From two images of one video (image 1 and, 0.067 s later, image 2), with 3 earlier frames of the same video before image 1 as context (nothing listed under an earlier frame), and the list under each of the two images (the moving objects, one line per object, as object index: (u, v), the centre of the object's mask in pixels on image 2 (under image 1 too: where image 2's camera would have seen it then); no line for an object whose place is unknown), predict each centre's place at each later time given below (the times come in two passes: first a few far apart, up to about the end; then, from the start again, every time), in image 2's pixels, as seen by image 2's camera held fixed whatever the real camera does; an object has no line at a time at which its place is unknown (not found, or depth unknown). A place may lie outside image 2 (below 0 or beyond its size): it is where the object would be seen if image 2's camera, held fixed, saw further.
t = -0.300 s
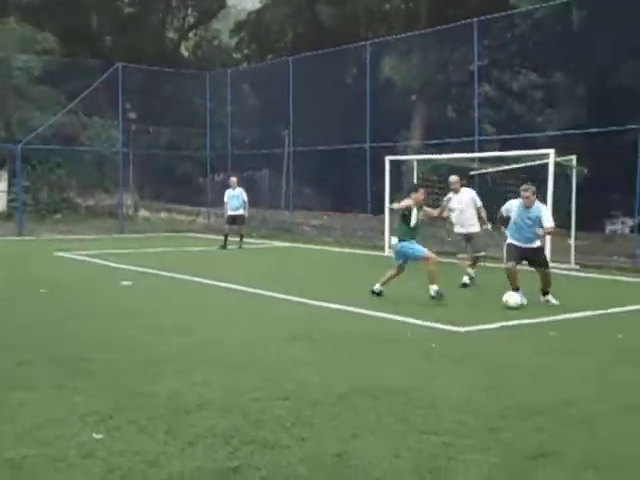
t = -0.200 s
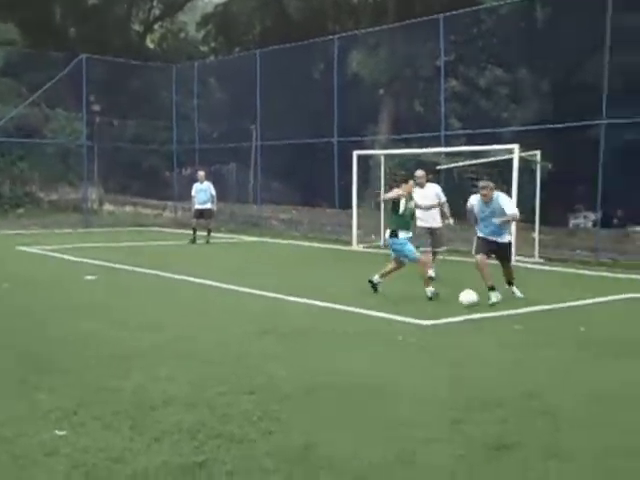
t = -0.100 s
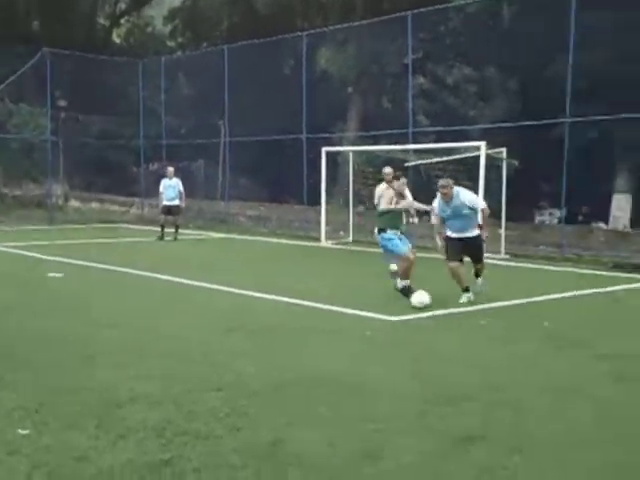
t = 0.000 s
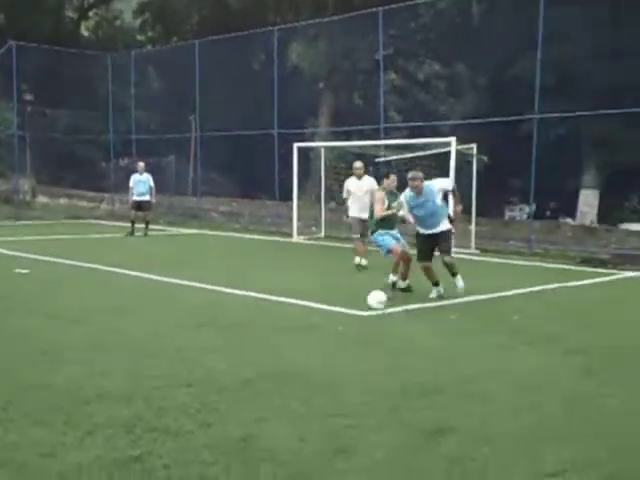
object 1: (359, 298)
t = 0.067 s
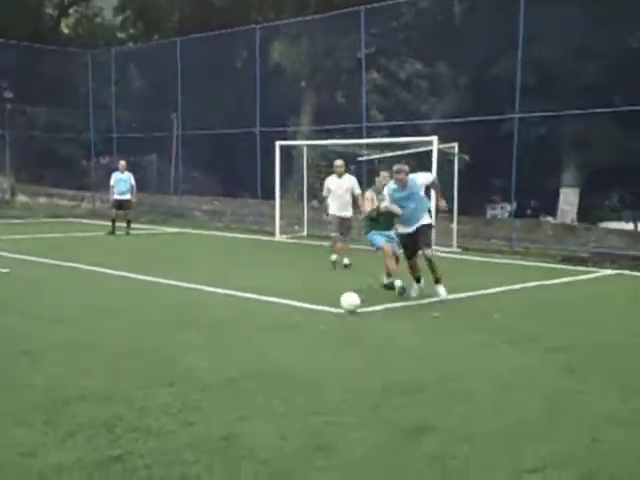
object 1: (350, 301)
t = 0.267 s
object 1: (324, 316)
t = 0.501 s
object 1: (297, 332)
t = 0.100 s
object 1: (345, 304)
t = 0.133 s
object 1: (341, 307)
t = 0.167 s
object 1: (336, 310)
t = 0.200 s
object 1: (331, 310)
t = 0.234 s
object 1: (328, 314)
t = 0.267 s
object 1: (324, 316)
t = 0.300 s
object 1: (321, 318)
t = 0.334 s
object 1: (317, 320)
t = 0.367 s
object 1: (313, 322)
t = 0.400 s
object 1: (310, 325)
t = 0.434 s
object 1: (306, 327)
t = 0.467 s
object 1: (302, 330)
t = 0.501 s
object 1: (297, 332)
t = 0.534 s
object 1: (293, 335)
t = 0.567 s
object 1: (289, 339)
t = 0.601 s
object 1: (284, 340)
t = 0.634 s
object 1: (280, 342)
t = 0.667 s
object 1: (275, 345)
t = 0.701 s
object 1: (271, 350)
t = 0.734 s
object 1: (266, 353)
